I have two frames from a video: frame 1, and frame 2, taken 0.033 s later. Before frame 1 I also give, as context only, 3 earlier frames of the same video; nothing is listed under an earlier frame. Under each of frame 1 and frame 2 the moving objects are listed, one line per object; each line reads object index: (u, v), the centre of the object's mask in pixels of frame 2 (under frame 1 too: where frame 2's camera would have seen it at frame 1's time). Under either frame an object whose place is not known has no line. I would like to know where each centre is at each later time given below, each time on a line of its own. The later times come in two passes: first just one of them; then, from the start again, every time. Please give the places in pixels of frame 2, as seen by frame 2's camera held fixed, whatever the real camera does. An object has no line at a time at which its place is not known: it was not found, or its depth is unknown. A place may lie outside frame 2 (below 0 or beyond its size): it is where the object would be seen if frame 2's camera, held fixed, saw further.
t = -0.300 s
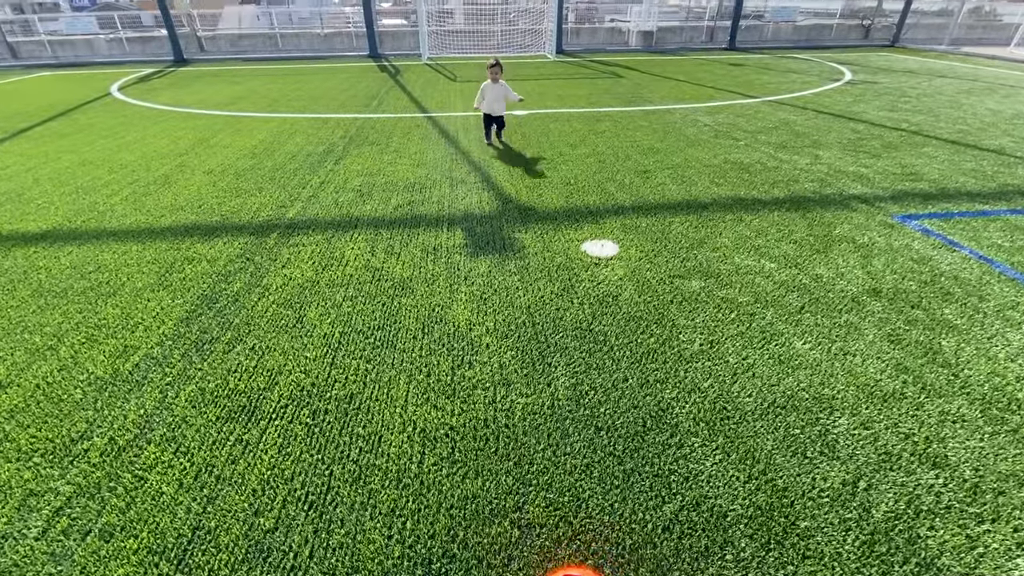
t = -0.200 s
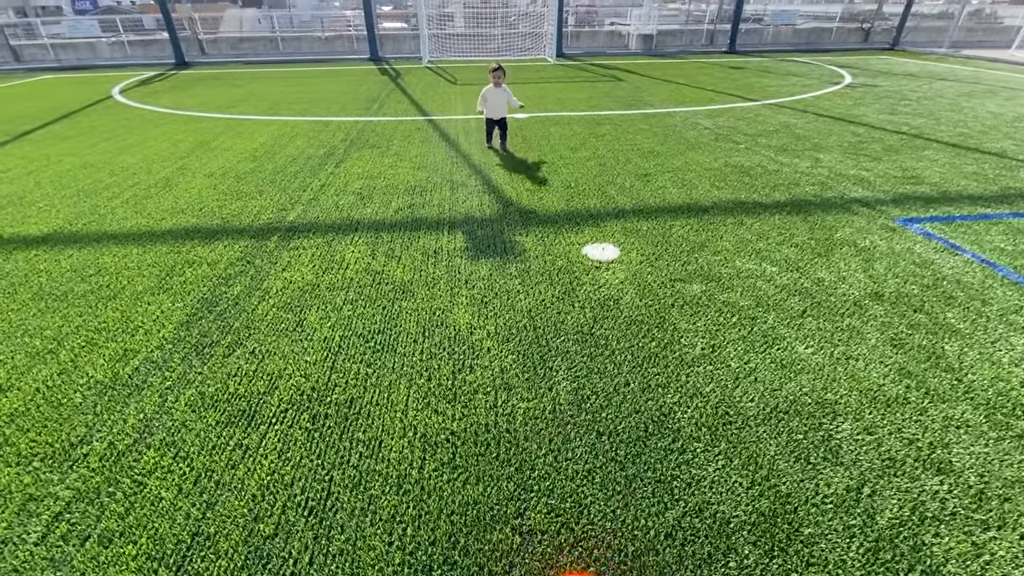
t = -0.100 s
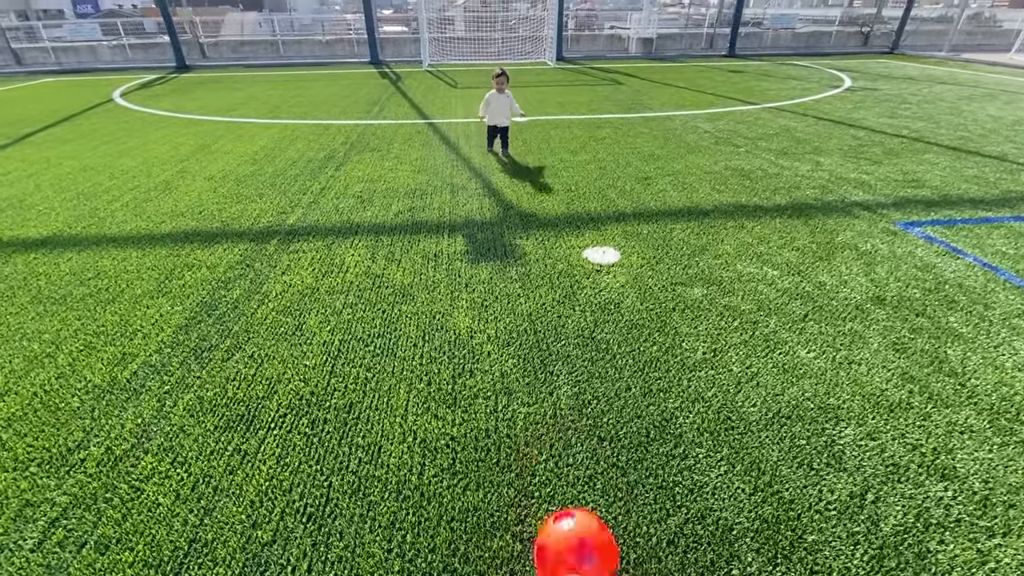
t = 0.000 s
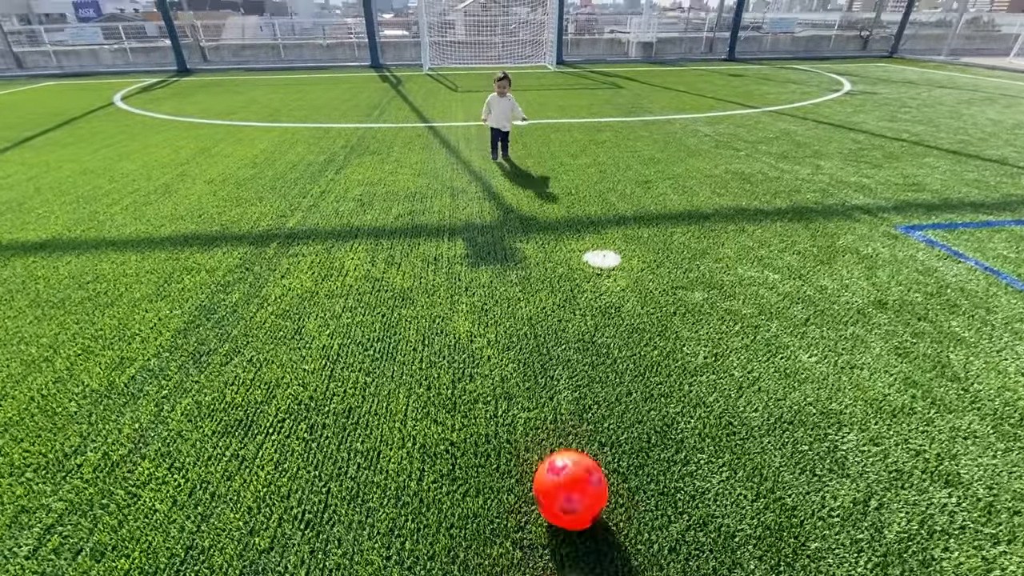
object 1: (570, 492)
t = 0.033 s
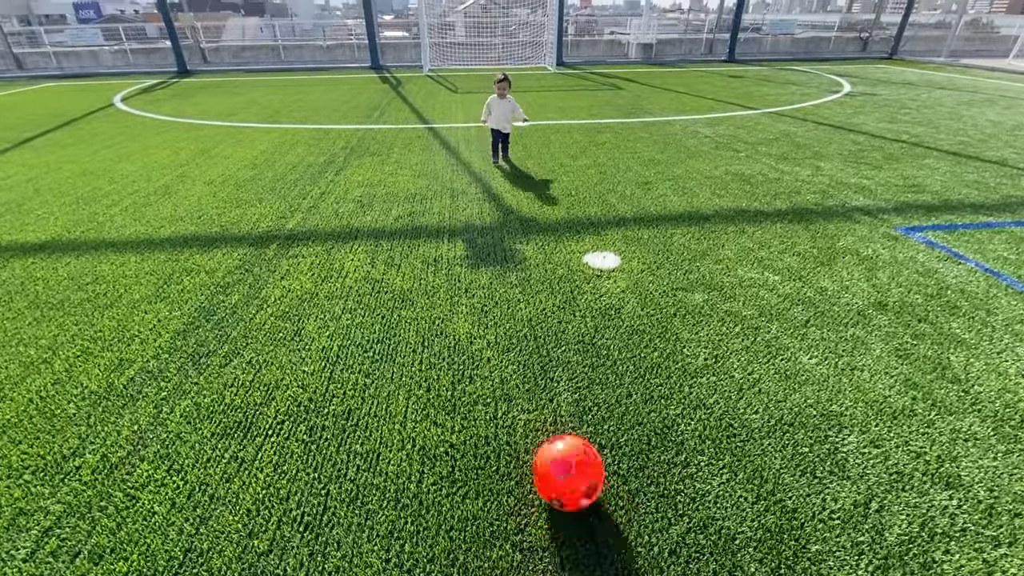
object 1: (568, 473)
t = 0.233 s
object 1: (561, 389)
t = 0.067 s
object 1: (566, 455)
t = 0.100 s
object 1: (565, 440)
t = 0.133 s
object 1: (564, 425)
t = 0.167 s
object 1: (563, 413)
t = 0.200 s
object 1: (562, 400)
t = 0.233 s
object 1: (561, 389)
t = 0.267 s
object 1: (559, 379)
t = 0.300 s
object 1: (559, 371)
